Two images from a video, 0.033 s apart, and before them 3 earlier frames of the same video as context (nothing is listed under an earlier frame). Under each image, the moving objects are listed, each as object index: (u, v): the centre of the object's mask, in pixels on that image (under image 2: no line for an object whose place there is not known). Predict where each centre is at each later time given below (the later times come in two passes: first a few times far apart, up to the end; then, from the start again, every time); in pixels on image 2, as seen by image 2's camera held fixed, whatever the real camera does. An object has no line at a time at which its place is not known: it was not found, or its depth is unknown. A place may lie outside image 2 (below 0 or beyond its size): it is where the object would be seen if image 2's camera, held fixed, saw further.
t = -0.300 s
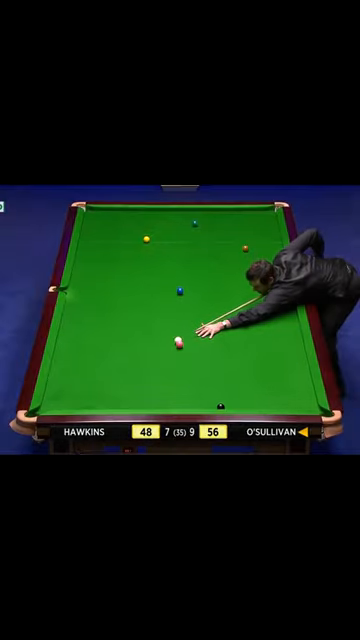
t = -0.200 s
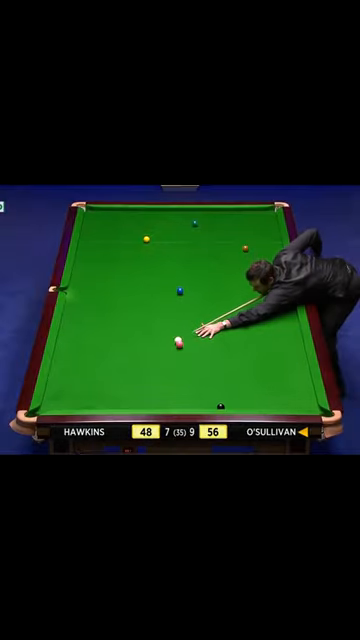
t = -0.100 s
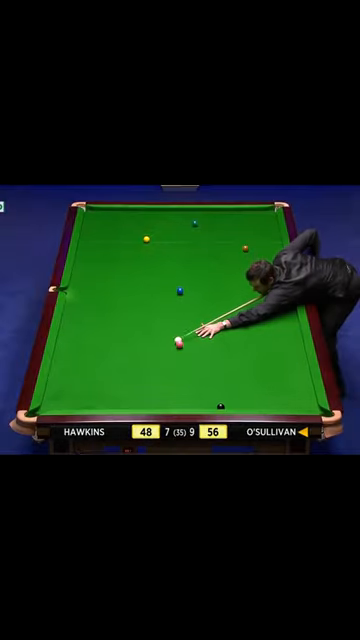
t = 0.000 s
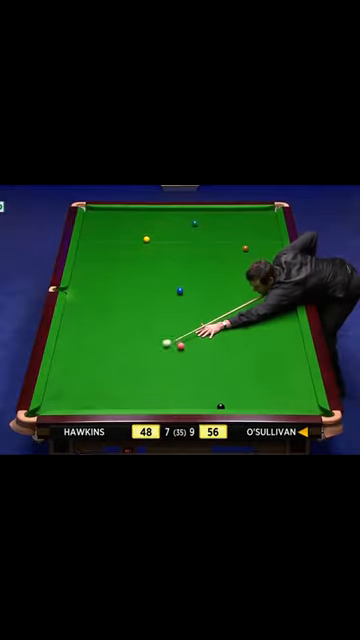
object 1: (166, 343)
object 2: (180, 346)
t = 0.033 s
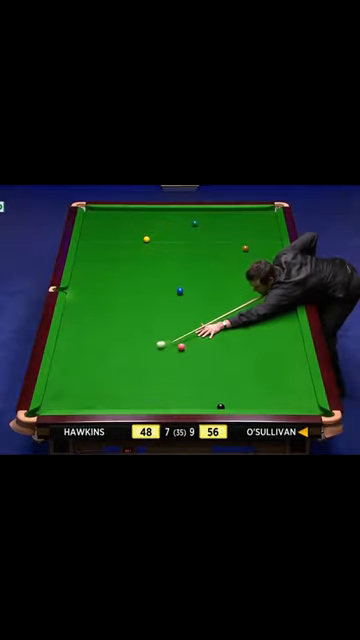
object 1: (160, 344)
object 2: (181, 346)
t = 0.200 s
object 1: (139, 349)
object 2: (184, 350)
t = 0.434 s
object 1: (107, 356)
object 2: (187, 354)
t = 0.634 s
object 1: (80, 362)
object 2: (190, 358)
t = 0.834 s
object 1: (53, 369)
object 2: (192, 362)
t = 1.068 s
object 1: (70, 373)
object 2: (195, 366)
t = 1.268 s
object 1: (82, 377)
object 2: (198, 370)
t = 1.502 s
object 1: (95, 380)
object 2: (200, 374)
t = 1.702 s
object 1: (106, 384)
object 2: (202, 377)
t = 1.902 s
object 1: (117, 388)
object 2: (204, 380)
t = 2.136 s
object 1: (129, 391)
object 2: (205, 382)
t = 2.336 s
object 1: (139, 394)
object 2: (207, 385)
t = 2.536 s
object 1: (148, 397)
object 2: (208, 386)
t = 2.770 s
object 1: (159, 400)
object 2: (209, 388)
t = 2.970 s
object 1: (167, 403)
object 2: (210, 390)
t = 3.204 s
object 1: (177, 405)
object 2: (211, 391)
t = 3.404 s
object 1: (184, 406)
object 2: (211, 392)
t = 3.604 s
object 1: (189, 405)
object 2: (212, 393)
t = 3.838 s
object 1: (197, 404)
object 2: (212, 393)
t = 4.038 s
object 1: (201, 404)
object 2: (212, 394)
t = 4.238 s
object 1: (206, 403)
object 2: (212, 394)
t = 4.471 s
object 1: (210, 403)
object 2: (212, 394)
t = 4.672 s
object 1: (213, 402)
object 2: (212, 394)
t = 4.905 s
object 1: (216, 401)
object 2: (212, 394)
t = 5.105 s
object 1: (218, 400)
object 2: (212, 394)
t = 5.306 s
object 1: (220, 400)
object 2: (212, 394)
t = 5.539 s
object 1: (221, 400)
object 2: (212, 394)
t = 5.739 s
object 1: (221, 400)
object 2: (212, 394)
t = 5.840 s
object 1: (221, 400)
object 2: (212, 394)
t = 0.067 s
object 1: (157, 345)
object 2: (181, 347)
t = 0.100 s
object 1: (152, 346)
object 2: (182, 348)
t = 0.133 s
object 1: (147, 347)
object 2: (183, 349)
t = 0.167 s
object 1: (144, 348)
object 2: (183, 349)
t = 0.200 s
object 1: (139, 349)
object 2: (184, 350)
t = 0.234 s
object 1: (134, 350)
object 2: (184, 351)
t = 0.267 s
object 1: (131, 351)
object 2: (185, 351)
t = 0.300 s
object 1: (126, 352)
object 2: (185, 352)
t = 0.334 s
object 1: (121, 353)
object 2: (186, 353)
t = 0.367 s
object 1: (116, 354)
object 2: (186, 353)
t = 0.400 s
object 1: (112, 355)
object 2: (187, 354)
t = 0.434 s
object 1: (107, 356)
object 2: (187, 354)
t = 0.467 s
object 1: (104, 357)
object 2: (188, 355)
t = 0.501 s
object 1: (99, 358)
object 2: (188, 356)
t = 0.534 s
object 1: (95, 359)
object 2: (188, 357)
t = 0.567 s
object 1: (90, 360)
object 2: (188, 357)
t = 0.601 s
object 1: (86, 361)
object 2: (189, 358)
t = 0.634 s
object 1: (80, 362)
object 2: (190, 358)
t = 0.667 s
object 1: (76, 363)
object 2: (190, 360)
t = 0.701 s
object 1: (72, 364)
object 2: (191, 360)
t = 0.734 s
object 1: (67, 365)
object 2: (191, 361)
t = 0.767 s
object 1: (63, 366)
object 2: (191, 361)
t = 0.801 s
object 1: (58, 368)
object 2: (192, 362)
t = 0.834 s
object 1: (53, 369)
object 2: (192, 362)
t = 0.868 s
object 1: (55, 369)
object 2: (193, 363)
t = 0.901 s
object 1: (58, 370)
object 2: (193, 364)
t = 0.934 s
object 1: (61, 371)
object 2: (194, 364)
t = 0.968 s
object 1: (64, 371)
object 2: (194, 365)
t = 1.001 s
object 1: (66, 371)
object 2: (195, 366)
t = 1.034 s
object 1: (68, 372)
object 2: (195, 366)
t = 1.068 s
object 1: (70, 373)
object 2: (195, 366)
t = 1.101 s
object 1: (72, 374)
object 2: (196, 367)
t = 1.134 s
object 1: (74, 374)
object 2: (196, 368)
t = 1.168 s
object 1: (76, 375)
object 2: (196, 368)
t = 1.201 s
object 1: (78, 375)
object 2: (197, 369)
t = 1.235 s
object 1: (80, 376)
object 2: (197, 370)
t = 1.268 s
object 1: (82, 377)
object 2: (198, 370)
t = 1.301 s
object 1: (84, 377)
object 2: (198, 370)
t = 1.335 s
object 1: (86, 378)
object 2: (198, 371)
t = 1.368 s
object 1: (87, 378)
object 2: (198, 371)
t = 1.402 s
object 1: (89, 379)
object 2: (199, 372)
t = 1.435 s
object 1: (92, 380)
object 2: (199, 372)
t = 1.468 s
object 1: (93, 380)
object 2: (199, 373)
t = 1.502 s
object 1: (95, 380)
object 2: (200, 374)
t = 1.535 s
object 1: (97, 381)
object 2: (200, 374)
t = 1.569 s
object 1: (99, 382)
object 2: (200, 375)
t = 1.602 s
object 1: (101, 382)
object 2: (201, 376)
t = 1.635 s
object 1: (103, 383)
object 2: (201, 376)
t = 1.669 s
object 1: (105, 384)
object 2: (201, 376)
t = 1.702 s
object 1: (106, 384)
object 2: (202, 377)
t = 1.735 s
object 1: (108, 385)
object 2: (202, 377)
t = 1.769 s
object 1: (110, 385)
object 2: (202, 377)
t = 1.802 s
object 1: (111, 386)
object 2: (203, 378)
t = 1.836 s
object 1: (113, 387)
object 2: (203, 379)
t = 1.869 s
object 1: (115, 387)
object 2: (203, 379)
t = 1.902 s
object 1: (117, 388)
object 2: (204, 380)
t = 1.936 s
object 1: (118, 388)
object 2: (204, 380)
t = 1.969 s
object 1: (120, 389)
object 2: (204, 380)
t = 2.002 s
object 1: (122, 389)
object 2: (205, 381)
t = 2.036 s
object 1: (123, 390)
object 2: (205, 381)
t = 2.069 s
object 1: (125, 390)
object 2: (205, 382)
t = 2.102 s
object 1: (127, 391)
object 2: (205, 382)
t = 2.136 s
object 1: (129, 391)
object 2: (205, 382)
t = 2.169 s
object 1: (130, 391)
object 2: (205, 382)
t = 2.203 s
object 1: (132, 392)
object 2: (206, 383)
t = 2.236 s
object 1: (134, 393)
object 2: (206, 383)
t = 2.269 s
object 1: (136, 393)
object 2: (206, 384)
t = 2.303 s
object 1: (137, 394)
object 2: (206, 384)
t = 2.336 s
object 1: (139, 394)
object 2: (207, 385)
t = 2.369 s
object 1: (140, 395)
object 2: (207, 384)
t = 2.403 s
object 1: (142, 395)
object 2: (207, 386)
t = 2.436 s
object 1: (143, 396)
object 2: (207, 386)
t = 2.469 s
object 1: (145, 396)
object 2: (207, 386)
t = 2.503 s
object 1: (146, 397)
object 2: (207, 386)
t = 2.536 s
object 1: (148, 397)
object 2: (208, 386)
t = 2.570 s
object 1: (150, 398)
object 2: (208, 387)
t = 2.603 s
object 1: (151, 398)
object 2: (208, 387)
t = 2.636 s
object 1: (153, 399)
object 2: (209, 388)
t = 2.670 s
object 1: (155, 399)
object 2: (209, 388)
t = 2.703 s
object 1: (155, 400)
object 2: (209, 388)
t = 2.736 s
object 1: (157, 400)
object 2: (209, 388)
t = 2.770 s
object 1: (159, 400)
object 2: (209, 388)
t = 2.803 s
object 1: (160, 401)
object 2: (209, 389)
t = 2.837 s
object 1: (162, 401)
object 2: (209, 389)
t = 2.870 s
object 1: (163, 402)
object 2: (210, 389)
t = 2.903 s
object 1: (164, 402)
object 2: (209, 389)
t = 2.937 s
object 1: (166, 403)
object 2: (210, 390)
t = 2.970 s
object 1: (167, 403)
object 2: (210, 390)
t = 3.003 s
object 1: (169, 404)
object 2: (210, 390)
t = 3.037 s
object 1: (170, 404)
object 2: (210, 390)
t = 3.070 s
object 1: (171, 404)
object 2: (210, 390)
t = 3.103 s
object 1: (173, 405)
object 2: (210, 391)
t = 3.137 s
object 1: (174, 405)
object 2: (211, 391)
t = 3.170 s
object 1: (175, 405)
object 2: (211, 391)
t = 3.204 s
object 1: (177, 405)
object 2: (211, 391)
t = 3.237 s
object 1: (178, 405)
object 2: (211, 391)
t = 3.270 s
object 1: (179, 405)
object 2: (211, 391)
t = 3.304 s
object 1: (180, 406)
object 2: (211, 392)
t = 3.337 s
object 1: (182, 406)
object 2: (211, 392)
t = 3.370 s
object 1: (183, 406)
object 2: (211, 392)
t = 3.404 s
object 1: (184, 406)
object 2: (211, 392)
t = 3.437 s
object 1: (185, 406)
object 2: (211, 392)
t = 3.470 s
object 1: (186, 406)
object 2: (211, 392)
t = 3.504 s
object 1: (187, 406)
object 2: (212, 393)
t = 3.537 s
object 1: (188, 405)
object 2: (211, 393)
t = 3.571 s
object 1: (189, 405)
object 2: (212, 393)
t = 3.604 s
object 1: (189, 405)
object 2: (212, 393)
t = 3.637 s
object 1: (191, 405)
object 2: (212, 393)
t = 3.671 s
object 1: (192, 405)
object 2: (212, 393)
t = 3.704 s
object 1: (193, 405)
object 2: (212, 393)
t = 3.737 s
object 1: (194, 405)
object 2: (212, 393)
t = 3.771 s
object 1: (195, 404)
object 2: (212, 393)
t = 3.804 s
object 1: (196, 404)
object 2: (212, 393)
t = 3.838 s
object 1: (197, 404)
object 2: (212, 393)
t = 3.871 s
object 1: (198, 404)
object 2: (212, 393)
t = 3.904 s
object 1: (198, 404)
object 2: (212, 393)
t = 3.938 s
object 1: (199, 404)
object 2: (212, 393)
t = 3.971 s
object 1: (200, 404)
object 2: (212, 393)
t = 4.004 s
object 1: (200, 404)
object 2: (212, 394)
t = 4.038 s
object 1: (201, 404)
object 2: (212, 394)
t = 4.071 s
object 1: (202, 404)
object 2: (212, 394)
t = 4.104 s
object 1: (202, 404)
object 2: (212, 394)
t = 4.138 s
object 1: (204, 404)
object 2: (212, 394)
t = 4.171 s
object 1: (204, 404)
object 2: (212, 394)
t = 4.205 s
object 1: (205, 403)
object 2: (212, 394)
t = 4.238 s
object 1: (206, 403)
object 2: (212, 394)
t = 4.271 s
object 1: (206, 403)
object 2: (212, 394)
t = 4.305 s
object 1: (207, 403)
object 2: (212, 394)
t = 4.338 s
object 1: (208, 403)
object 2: (212, 394)
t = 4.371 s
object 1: (208, 403)
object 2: (212, 394)
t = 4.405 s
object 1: (208, 403)
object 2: (212, 394)
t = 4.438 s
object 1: (209, 403)
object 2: (212, 394)
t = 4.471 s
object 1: (210, 403)
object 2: (212, 394)
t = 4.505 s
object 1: (210, 403)
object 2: (212, 394)
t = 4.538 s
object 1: (211, 402)
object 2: (212, 394)
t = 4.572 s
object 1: (212, 402)
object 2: (212, 394)
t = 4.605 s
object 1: (212, 402)
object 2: (212, 393)
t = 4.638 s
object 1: (213, 402)
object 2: (212, 394)
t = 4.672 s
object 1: (213, 402)
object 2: (212, 394)
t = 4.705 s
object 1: (213, 402)
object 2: (212, 394)
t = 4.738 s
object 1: (213, 402)
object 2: (212, 394)
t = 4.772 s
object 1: (214, 402)
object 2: (212, 394)
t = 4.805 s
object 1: (215, 402)
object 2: (212, 394)
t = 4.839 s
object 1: (215, 401)
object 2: (212, 394)
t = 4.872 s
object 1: (215, 401)
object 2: (212, 394)
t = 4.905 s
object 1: (216, 401)
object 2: (212, 394)
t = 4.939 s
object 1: (217, 401)
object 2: (212, 394)
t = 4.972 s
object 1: (217, 401)
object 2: (212, 394)
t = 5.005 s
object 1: (217, 401)
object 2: (212, 394)
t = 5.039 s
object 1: (217, 401)
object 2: (212, 394)
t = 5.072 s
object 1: (218, 401)
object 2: (212, 394)
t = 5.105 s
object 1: (218, 400)
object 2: (212, 394)
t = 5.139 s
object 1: (219, 400)
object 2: (212, 394)
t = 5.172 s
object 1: (219, 400)
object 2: (212, 394)
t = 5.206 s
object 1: (220, 400)
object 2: (212, 394)
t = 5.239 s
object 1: (220, 400)
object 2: (212, 394)
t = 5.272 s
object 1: (220, 400)
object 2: (212, 394)
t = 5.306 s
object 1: (220, 400)
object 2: (212, 394)
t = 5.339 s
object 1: (220, 400)
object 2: (212, 394)
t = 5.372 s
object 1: (220, 400)
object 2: (212, 394)
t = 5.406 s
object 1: (220, 400)
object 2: (212, 394)
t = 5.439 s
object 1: (221, 400)
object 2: (212, 394)
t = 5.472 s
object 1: (221, 400)
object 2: (212, 394)
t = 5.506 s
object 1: (221, 400)
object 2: (212, 394)
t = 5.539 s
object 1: (221, 400)
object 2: (212, 394)
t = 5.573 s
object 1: (221, 400)
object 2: (212, 394)
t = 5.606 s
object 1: (221, 400)
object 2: (212, 394)
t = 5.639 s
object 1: (221, 400)
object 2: (212, 394)
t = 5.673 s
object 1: (221, 400)
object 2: (212, 394)
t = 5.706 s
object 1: (221, 400)
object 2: (212, 394)
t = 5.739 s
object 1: (221, 400)
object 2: (212, 394)
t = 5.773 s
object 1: (221, 400)
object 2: (212, 394)
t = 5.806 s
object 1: (221, 400)
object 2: (212, 394)
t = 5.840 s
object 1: (221, 400)
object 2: (212, 394)
